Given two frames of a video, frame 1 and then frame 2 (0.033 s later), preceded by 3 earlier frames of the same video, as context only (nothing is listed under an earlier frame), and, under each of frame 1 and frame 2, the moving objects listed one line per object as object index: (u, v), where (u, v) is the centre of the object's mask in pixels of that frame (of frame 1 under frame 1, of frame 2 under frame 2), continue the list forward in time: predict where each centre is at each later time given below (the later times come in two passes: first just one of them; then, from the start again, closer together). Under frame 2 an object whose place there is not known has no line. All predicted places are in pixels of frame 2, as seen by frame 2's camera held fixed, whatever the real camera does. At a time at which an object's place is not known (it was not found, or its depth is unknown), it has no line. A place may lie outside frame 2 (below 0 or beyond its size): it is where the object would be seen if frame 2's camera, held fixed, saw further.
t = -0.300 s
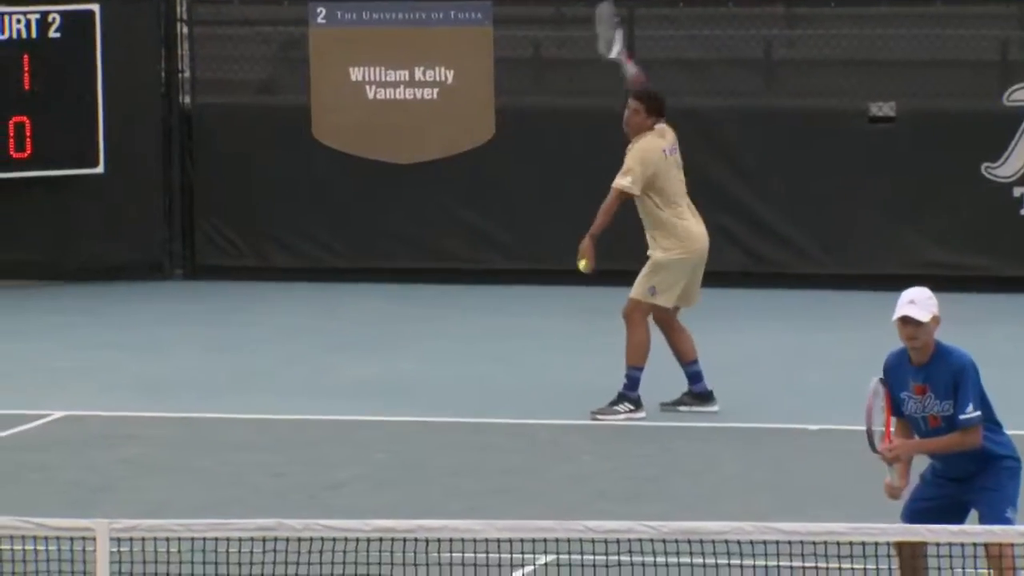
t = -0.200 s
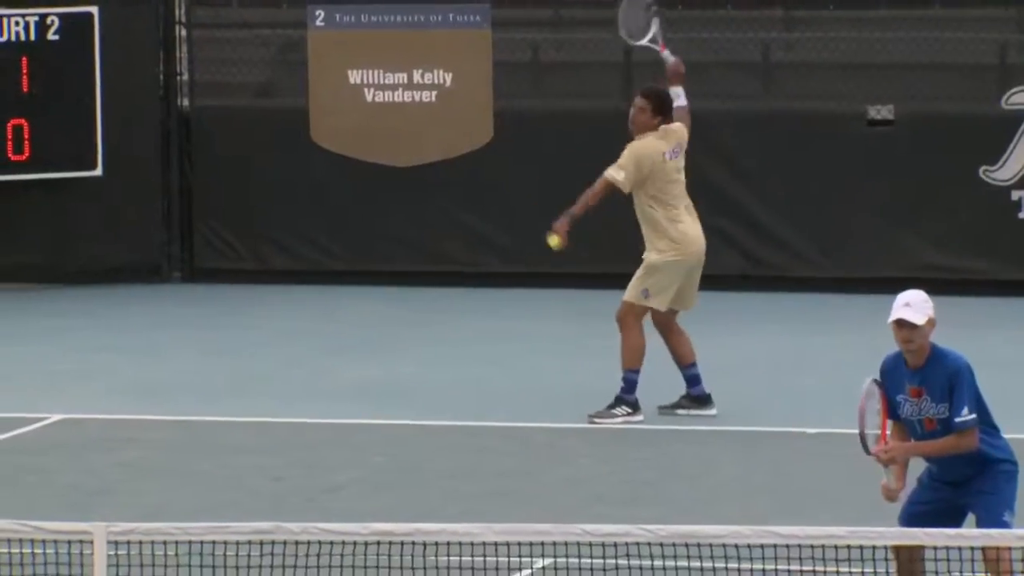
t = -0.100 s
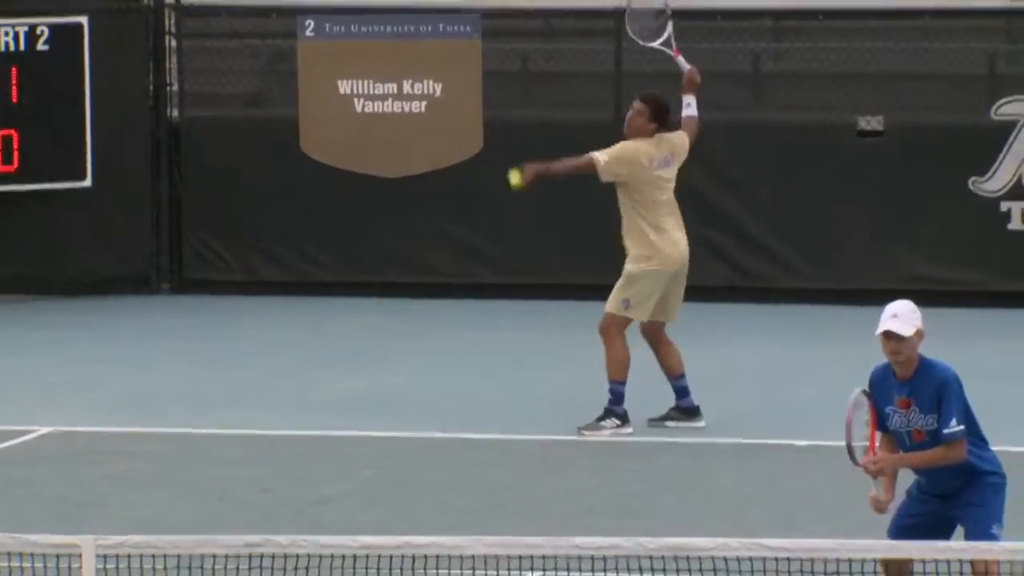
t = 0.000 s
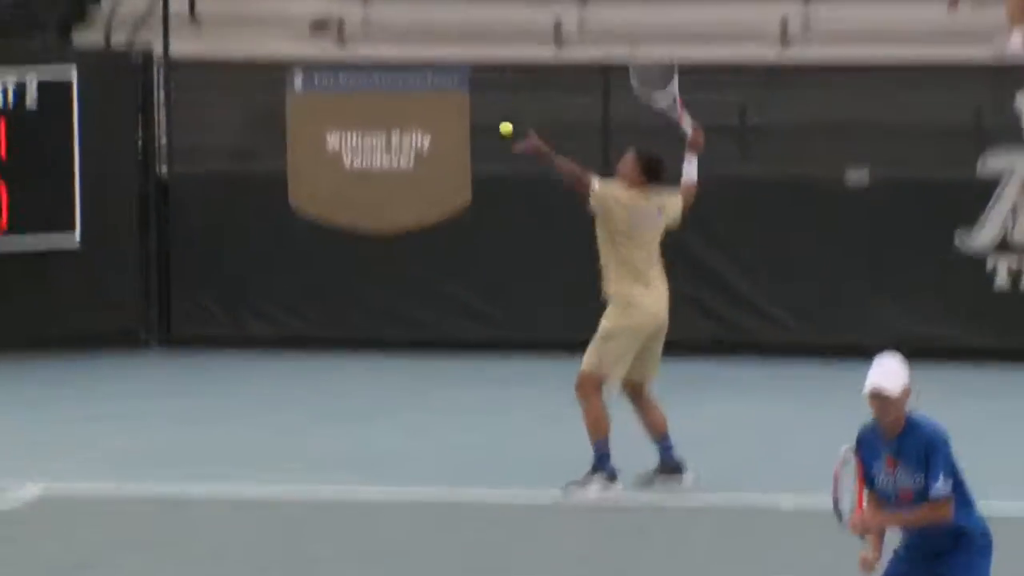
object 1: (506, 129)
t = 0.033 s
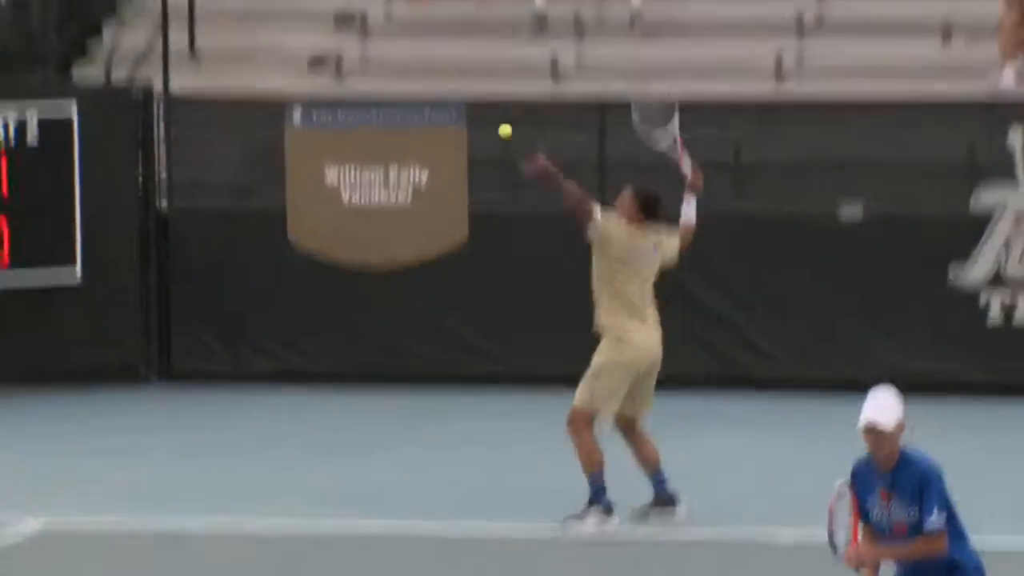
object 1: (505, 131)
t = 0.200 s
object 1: (513, -2)
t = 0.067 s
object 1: (506, 99)
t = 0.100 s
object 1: (508, 70)
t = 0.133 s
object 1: (510, 43)
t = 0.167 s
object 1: (512, 20)
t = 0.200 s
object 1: (513, -2)
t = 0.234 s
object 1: (514, -21)
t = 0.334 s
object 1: (520, -67)
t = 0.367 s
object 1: (522, -79)
